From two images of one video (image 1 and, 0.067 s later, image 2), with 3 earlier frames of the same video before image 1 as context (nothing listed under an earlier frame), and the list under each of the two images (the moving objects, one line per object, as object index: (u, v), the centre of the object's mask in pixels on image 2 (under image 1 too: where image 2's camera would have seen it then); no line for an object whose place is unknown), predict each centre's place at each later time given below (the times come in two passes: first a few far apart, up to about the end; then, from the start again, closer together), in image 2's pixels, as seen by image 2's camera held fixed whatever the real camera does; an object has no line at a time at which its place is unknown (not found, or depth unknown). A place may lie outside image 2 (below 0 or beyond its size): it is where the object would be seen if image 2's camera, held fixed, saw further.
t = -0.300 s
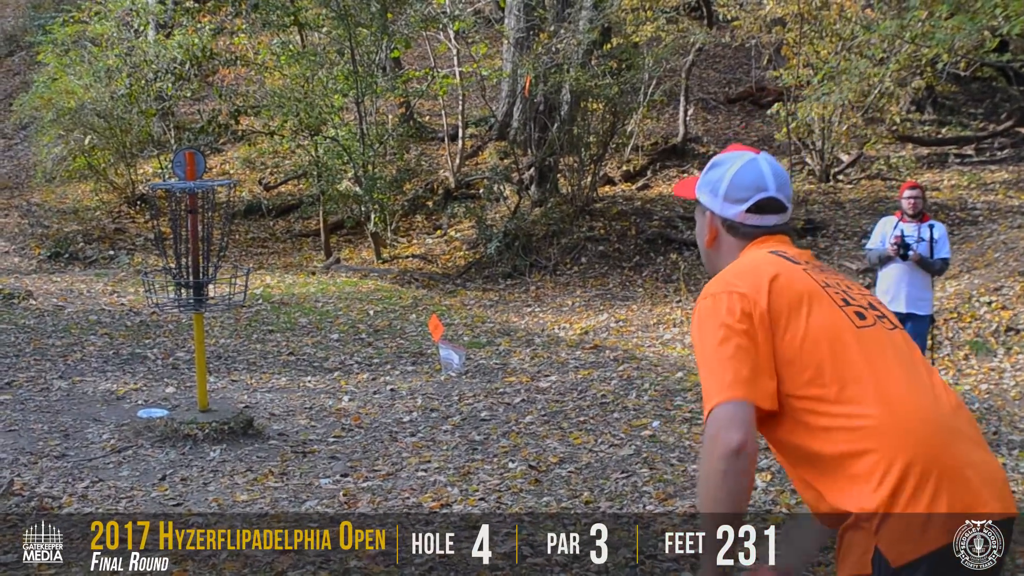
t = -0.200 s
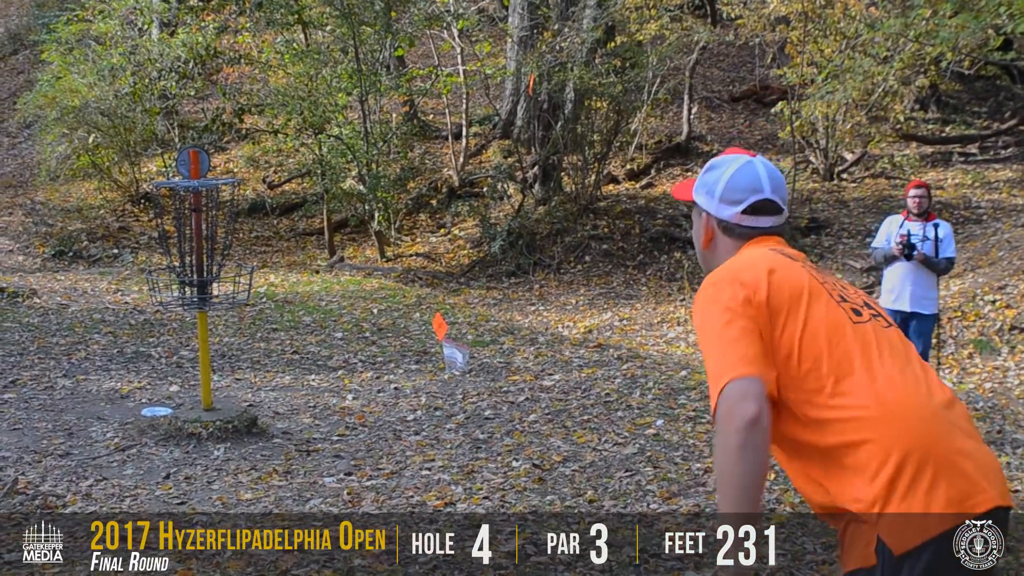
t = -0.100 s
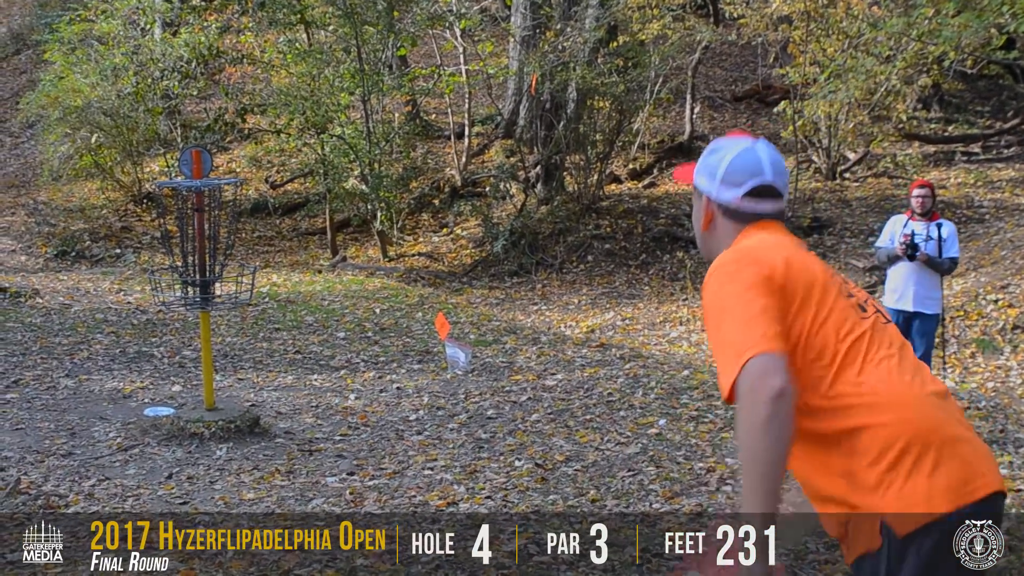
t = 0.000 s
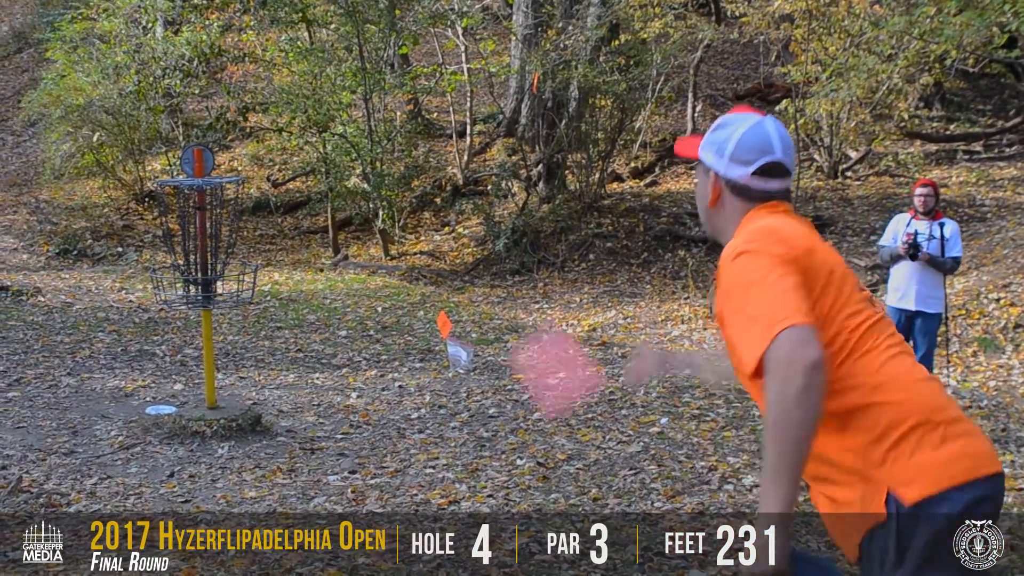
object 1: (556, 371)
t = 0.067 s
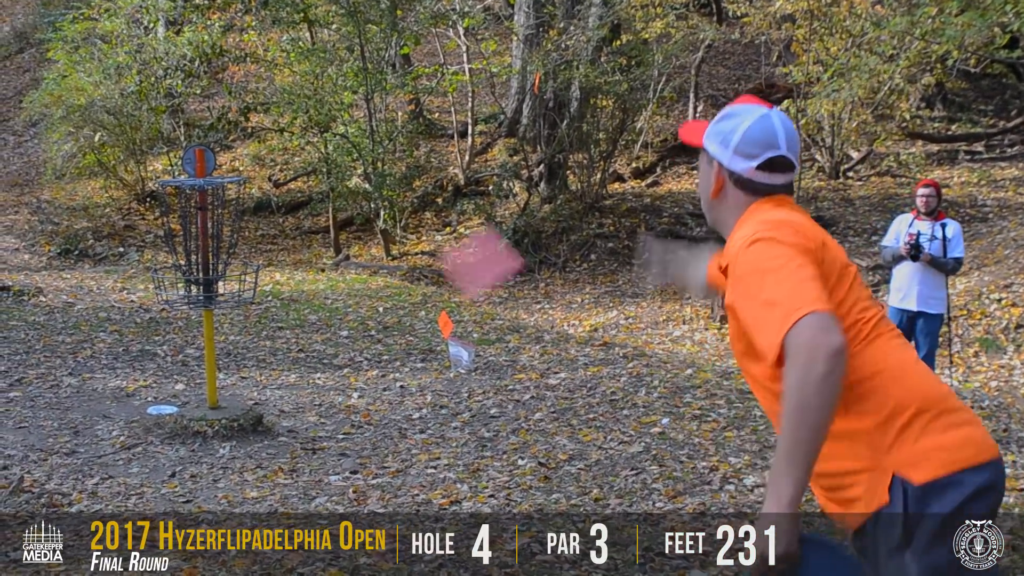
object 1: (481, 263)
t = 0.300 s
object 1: (318, 138)
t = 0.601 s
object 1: (213, 204)
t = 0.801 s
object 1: (182, 251)
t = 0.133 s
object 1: (418, 195)
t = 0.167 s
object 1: (394, 173)
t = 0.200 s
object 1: (372, 158)
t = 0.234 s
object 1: (352, 146)
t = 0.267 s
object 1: (333, 140)
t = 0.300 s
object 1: (318, 138)
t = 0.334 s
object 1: (306, 138)
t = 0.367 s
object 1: (292, 143)
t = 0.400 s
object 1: (276, 149)
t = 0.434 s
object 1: (267, 155)
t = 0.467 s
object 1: (256, 163)
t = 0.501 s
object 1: (245, 174)
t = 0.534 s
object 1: (231, 184)
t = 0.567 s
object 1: (223, 192)
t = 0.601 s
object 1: (213, 204)
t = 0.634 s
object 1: (205, 215)
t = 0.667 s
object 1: (199, 221)
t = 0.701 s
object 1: (195, 226)
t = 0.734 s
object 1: (190, 235)
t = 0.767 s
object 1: (186, 241)
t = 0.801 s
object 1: (182, 251)
